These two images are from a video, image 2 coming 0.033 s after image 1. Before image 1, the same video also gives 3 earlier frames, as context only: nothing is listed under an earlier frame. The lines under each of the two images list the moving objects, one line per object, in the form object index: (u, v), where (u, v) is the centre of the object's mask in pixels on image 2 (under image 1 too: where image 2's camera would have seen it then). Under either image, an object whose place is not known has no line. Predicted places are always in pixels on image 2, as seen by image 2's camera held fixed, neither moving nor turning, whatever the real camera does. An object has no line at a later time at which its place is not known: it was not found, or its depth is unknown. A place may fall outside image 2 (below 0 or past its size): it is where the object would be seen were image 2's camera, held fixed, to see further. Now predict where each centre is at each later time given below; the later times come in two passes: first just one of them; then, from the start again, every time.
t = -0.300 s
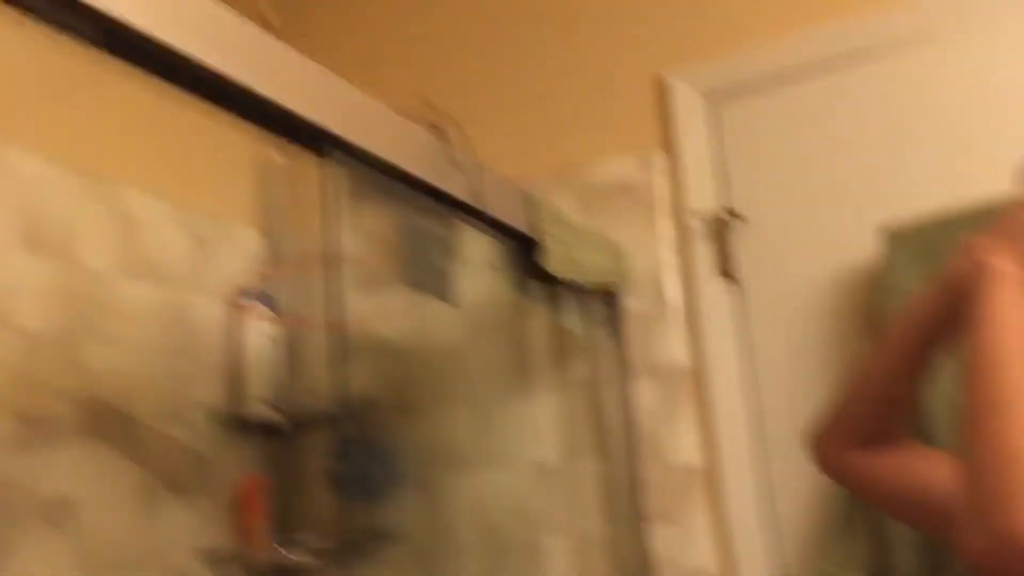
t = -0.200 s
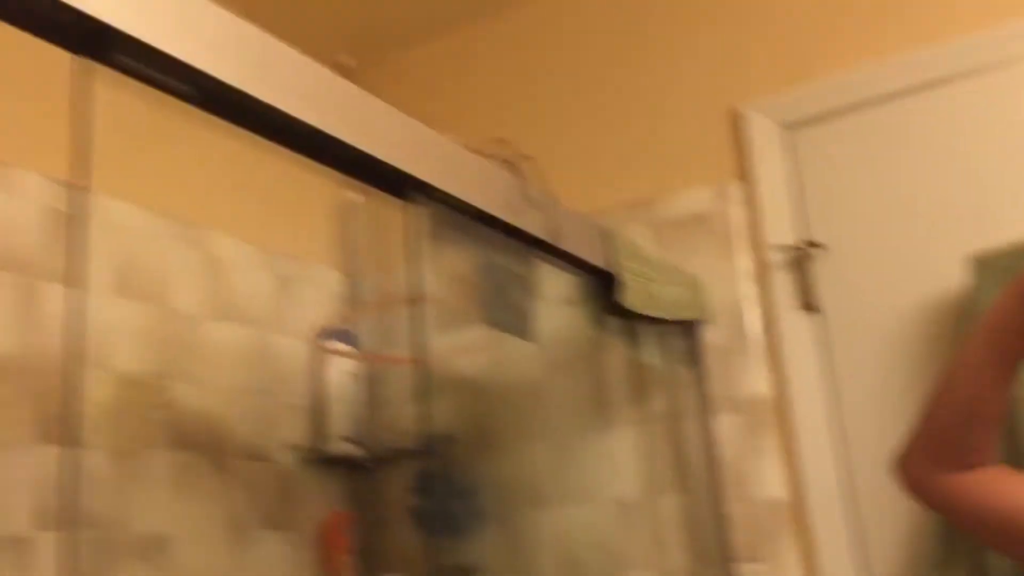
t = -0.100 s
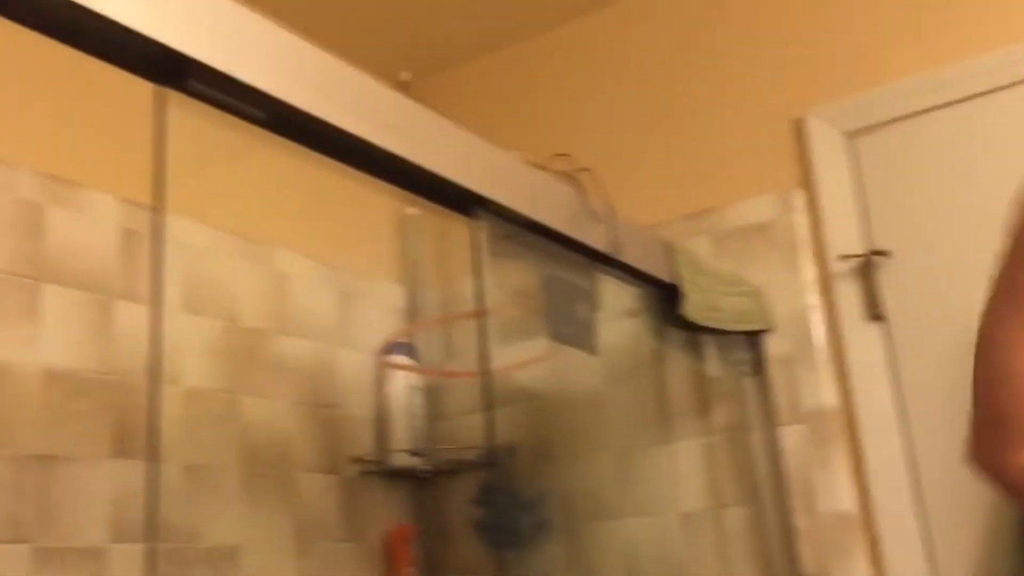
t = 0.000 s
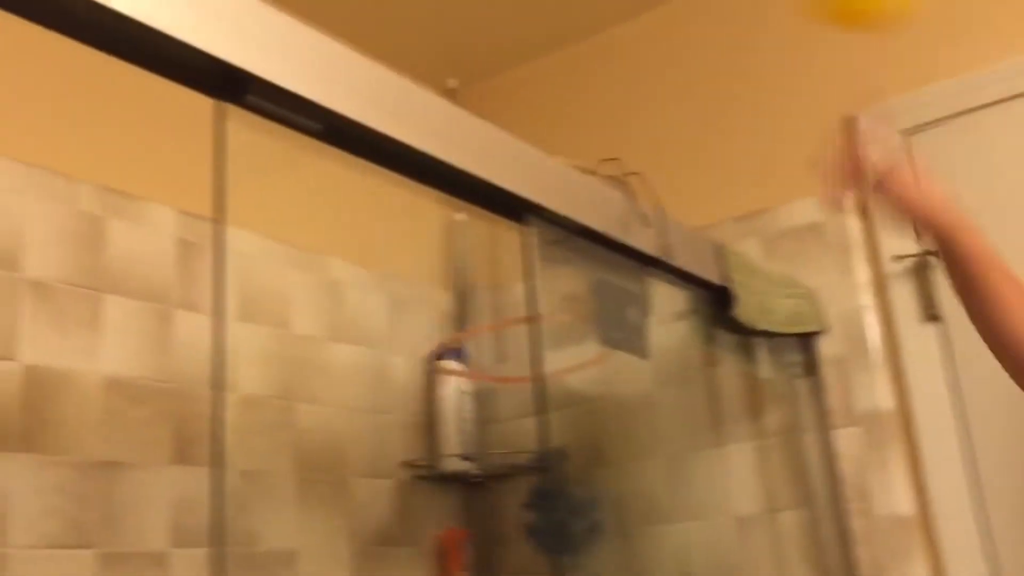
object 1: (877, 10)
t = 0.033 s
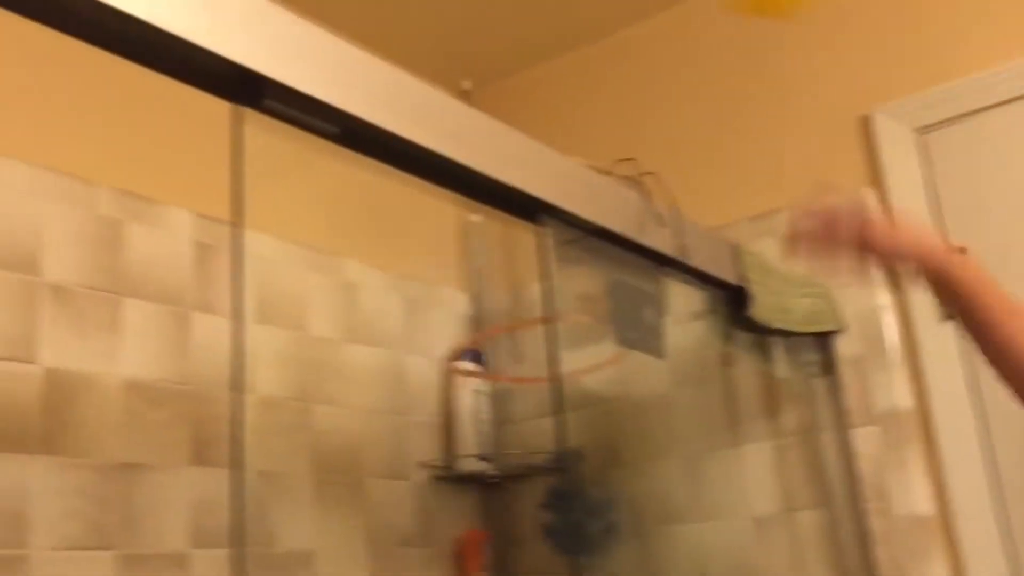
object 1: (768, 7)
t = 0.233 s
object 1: (382, 43)
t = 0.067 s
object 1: (680, 6)
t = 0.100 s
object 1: (606, 8)
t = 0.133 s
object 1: (538, 13)
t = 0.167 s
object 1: (478, 18)
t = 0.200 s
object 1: (422, 34)
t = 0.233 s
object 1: (382, 43)
